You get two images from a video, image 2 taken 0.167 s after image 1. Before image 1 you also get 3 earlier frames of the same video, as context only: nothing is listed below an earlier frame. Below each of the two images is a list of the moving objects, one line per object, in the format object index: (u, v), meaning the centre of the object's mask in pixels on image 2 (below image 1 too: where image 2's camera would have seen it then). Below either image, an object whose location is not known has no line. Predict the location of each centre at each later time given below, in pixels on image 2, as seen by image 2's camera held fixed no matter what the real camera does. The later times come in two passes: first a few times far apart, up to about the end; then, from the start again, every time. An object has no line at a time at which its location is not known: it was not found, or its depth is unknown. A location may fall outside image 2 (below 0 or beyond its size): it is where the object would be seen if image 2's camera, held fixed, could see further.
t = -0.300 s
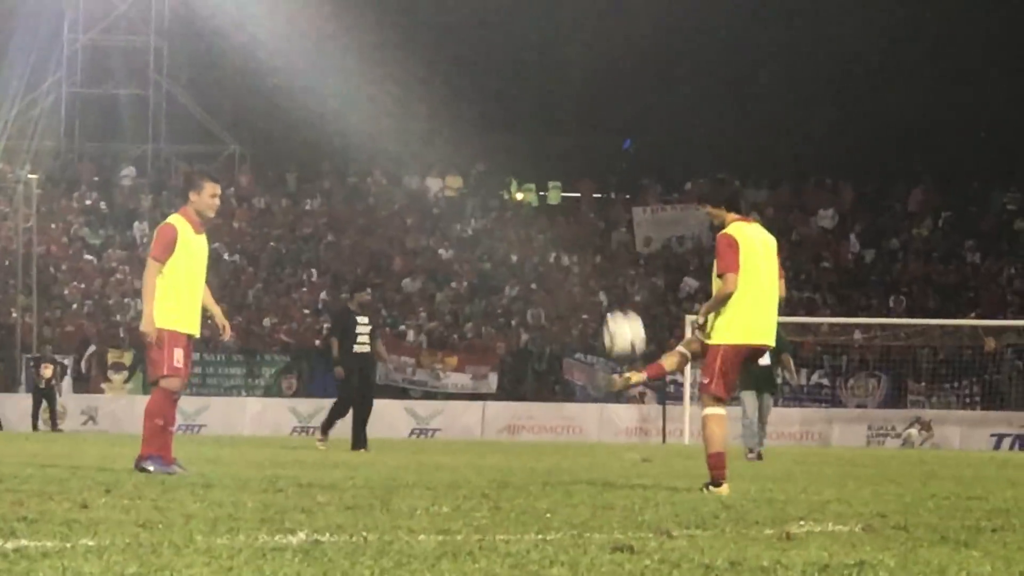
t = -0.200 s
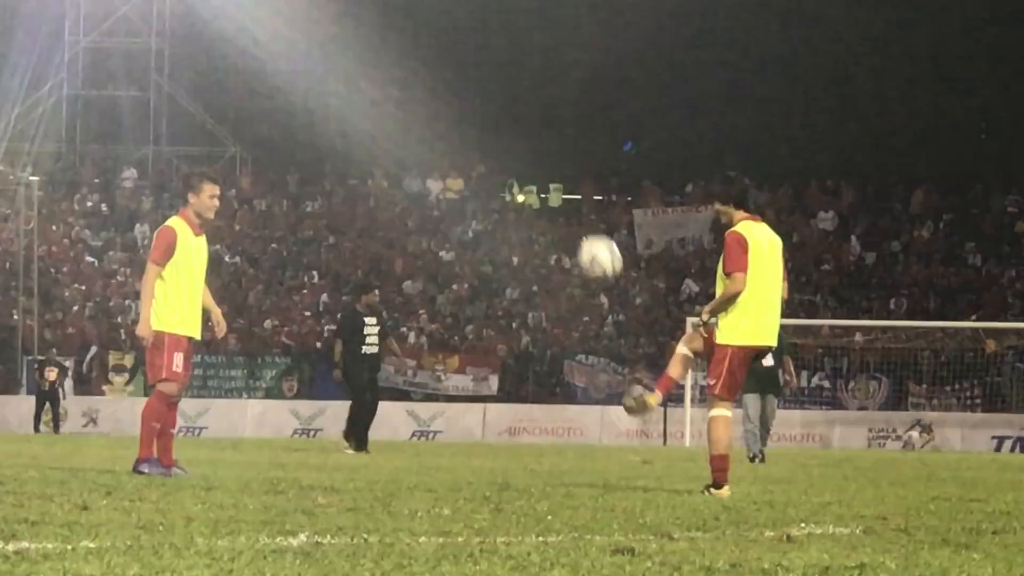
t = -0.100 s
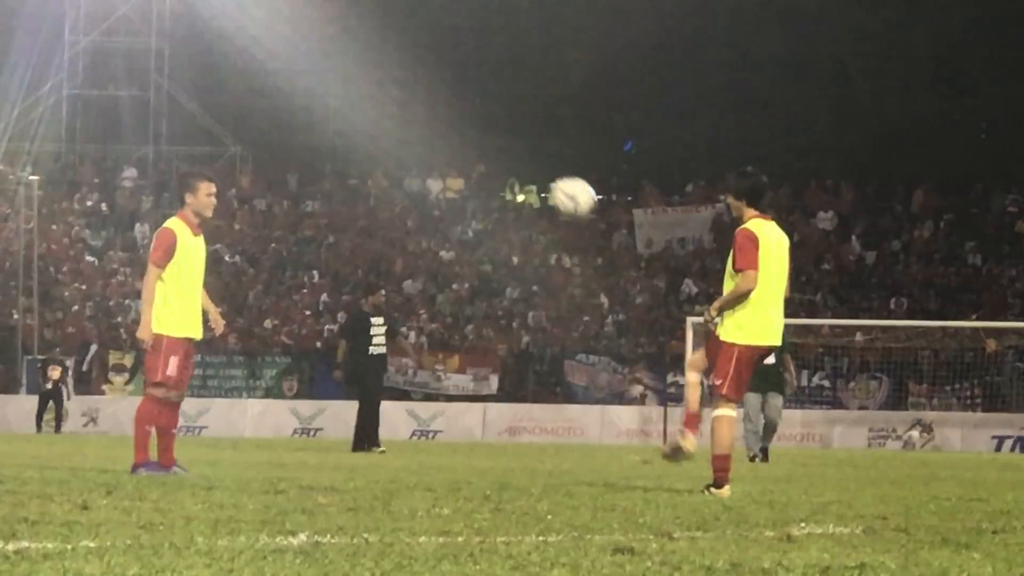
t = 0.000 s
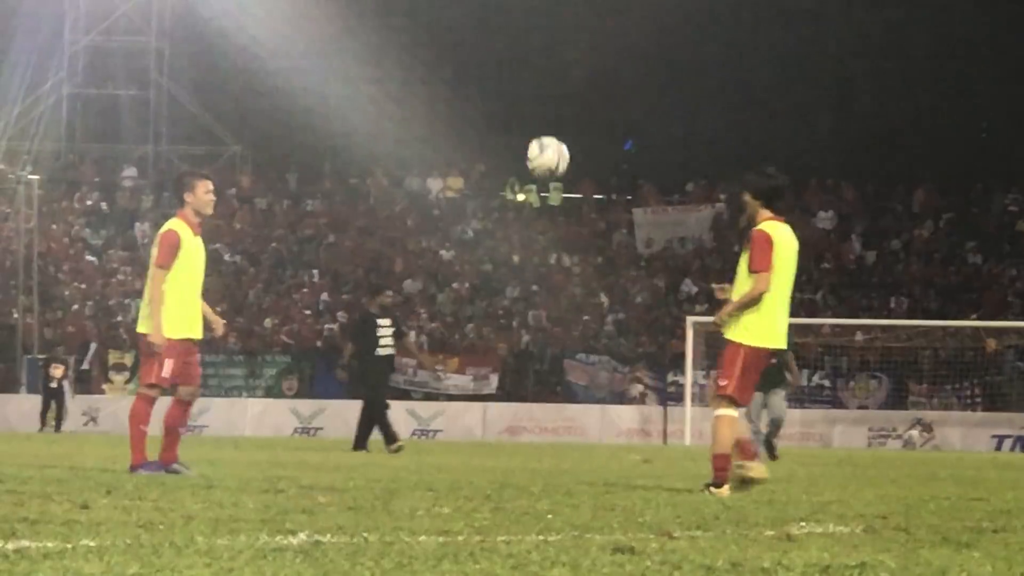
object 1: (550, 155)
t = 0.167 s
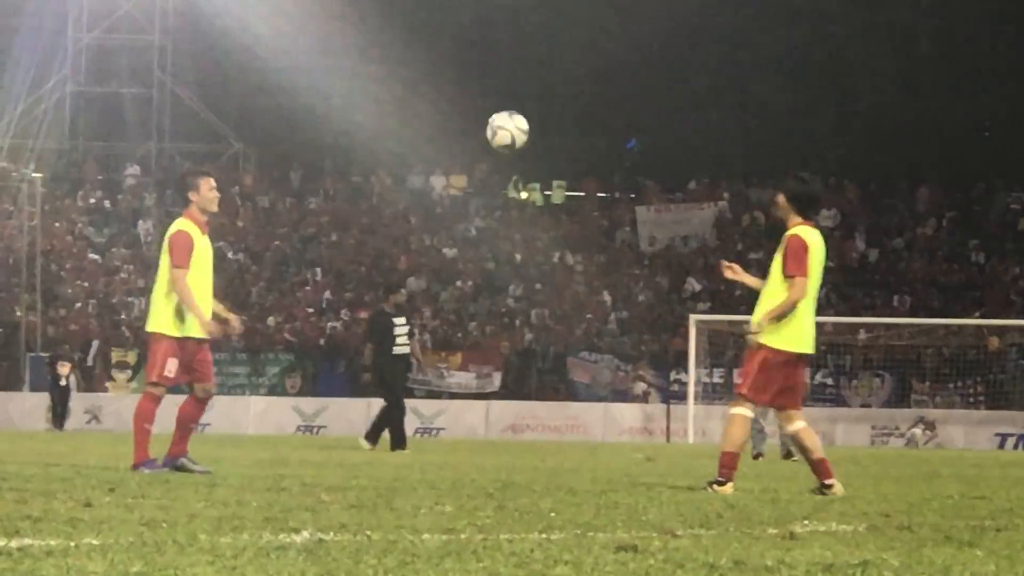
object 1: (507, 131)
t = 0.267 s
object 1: (482, 140)
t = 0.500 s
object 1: (420, 233)
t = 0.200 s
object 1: (499, 132)
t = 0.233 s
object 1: (490, 135)
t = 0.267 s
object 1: (482, 140)
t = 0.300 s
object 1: (473, 146)
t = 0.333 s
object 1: (465, 155)
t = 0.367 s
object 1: (456, 166)
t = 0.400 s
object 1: (446, 182)
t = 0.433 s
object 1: (438, 196)
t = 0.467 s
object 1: (429, 213)
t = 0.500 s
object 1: (420, 233)
